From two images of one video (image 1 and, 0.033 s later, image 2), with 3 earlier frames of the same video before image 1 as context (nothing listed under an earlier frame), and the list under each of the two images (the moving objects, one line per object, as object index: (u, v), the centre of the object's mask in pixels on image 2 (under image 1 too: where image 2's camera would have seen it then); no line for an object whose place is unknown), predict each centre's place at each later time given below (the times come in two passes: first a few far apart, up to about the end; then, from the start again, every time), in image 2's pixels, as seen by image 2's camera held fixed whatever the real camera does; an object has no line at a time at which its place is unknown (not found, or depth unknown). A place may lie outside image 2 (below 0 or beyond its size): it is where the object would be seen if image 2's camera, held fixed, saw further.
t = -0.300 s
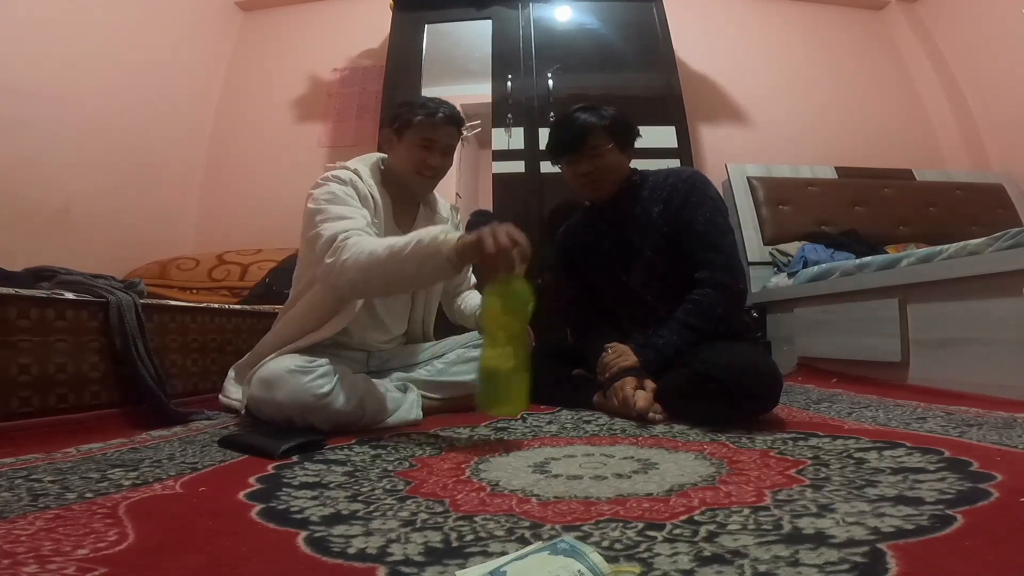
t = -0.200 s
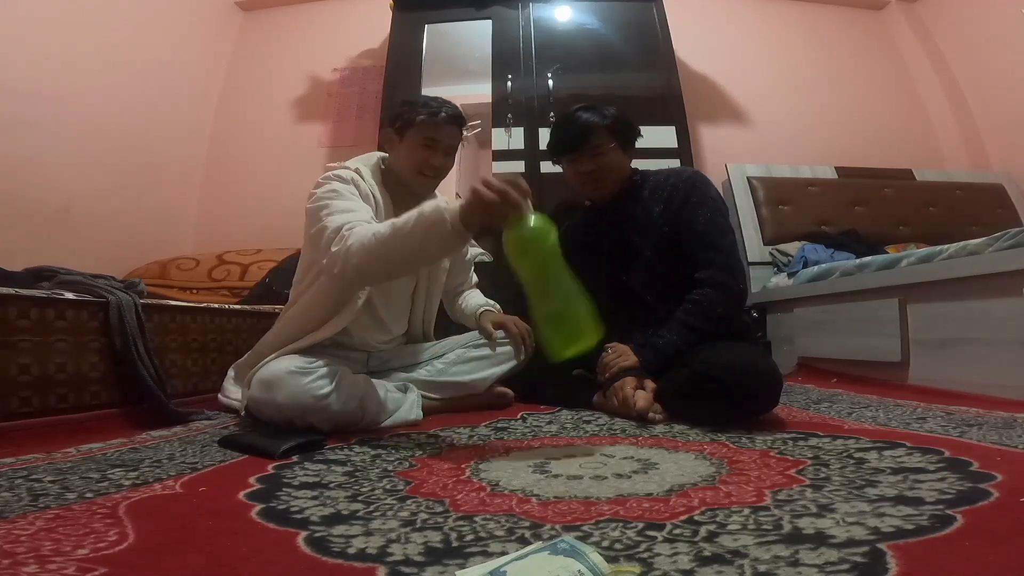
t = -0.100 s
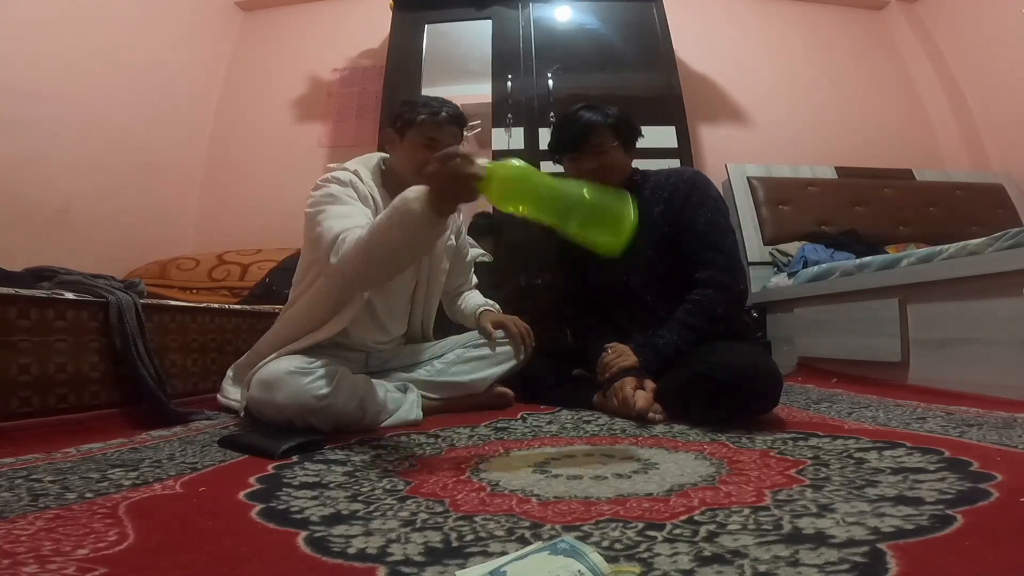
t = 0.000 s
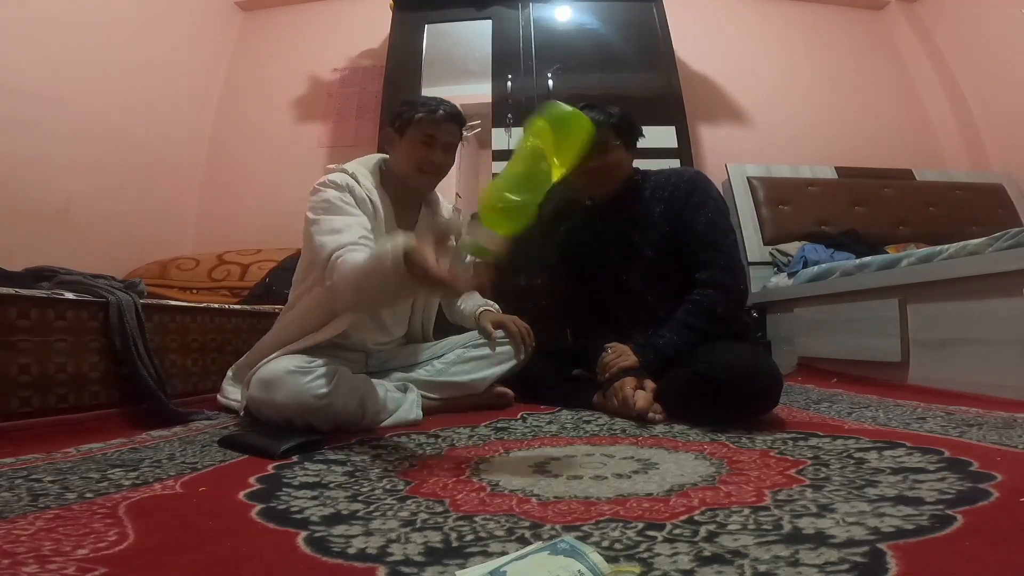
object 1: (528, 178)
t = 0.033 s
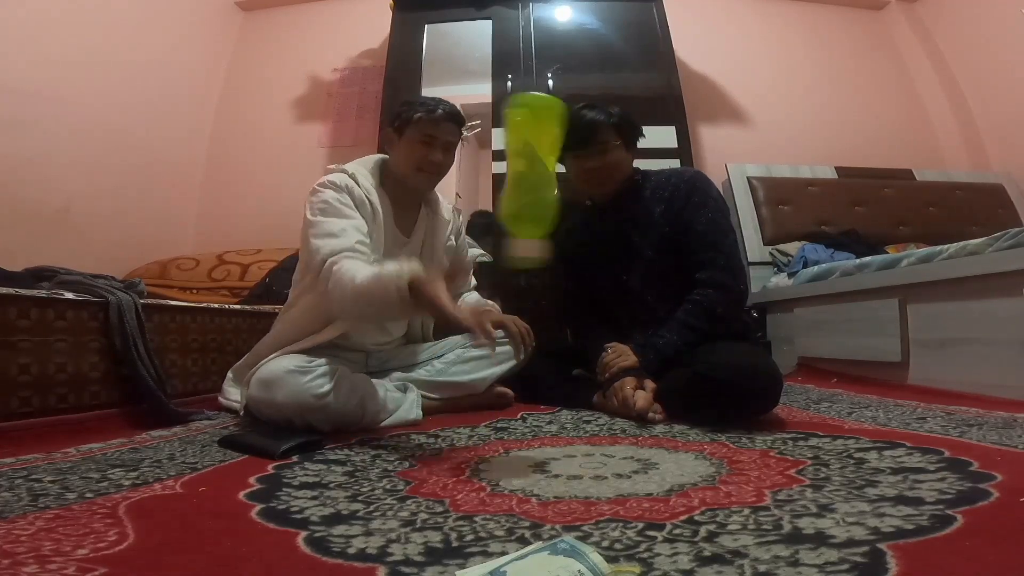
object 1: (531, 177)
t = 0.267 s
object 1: (427, 262)
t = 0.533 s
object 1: (249, 444)
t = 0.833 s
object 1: (234, 448)
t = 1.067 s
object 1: (234, 449)
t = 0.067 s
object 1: (535, 172)
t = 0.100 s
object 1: (531, 165)
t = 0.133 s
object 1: (517, 162)
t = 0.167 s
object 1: (493, 169)
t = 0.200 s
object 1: (471, 189)
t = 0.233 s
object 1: (447, 224)
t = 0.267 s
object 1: (427, 262)
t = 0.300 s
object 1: (403, 313)
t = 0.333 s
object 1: (379, 378)
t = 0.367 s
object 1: (347, 382)
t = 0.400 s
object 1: (318, 388)
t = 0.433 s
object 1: (290, 400)
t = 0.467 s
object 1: (266, 420)
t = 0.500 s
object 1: (253, 445)
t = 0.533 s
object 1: (249, 444)
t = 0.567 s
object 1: (239, 447)
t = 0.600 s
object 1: (235, 448)
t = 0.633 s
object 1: (235, 448)
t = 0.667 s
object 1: (234, 448)
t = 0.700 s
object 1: (234, 448)
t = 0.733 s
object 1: (234, 448)
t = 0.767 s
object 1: (234, 448)
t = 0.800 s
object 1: (234, 448)
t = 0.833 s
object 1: (234, 448)
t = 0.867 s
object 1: (234, 448)
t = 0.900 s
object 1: (234, 448)
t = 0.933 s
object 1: (234, 448)
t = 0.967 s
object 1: (234, 448)
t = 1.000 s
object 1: (234, 448)
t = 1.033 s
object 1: (234, 449)
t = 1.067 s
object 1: (234, 449)
